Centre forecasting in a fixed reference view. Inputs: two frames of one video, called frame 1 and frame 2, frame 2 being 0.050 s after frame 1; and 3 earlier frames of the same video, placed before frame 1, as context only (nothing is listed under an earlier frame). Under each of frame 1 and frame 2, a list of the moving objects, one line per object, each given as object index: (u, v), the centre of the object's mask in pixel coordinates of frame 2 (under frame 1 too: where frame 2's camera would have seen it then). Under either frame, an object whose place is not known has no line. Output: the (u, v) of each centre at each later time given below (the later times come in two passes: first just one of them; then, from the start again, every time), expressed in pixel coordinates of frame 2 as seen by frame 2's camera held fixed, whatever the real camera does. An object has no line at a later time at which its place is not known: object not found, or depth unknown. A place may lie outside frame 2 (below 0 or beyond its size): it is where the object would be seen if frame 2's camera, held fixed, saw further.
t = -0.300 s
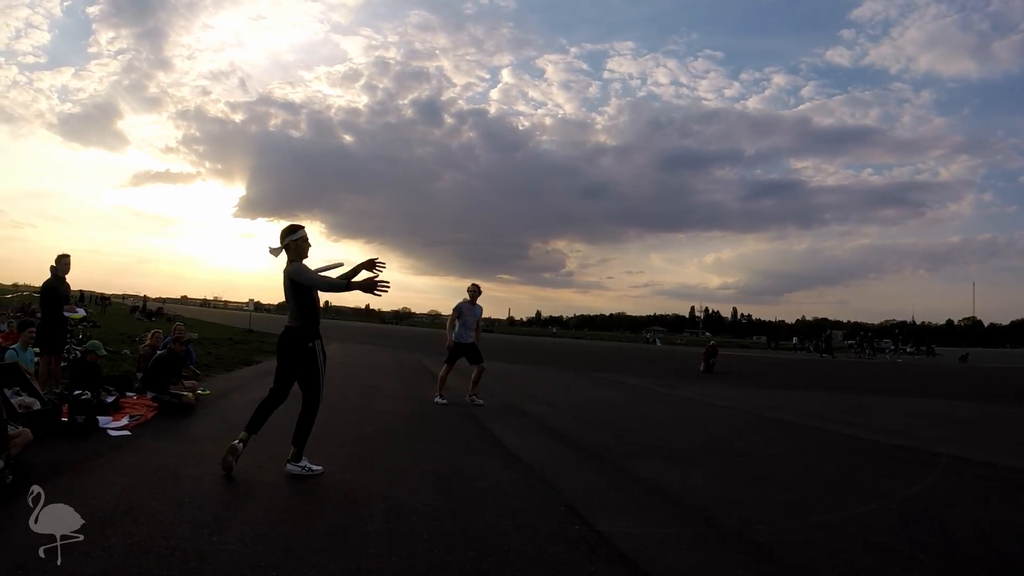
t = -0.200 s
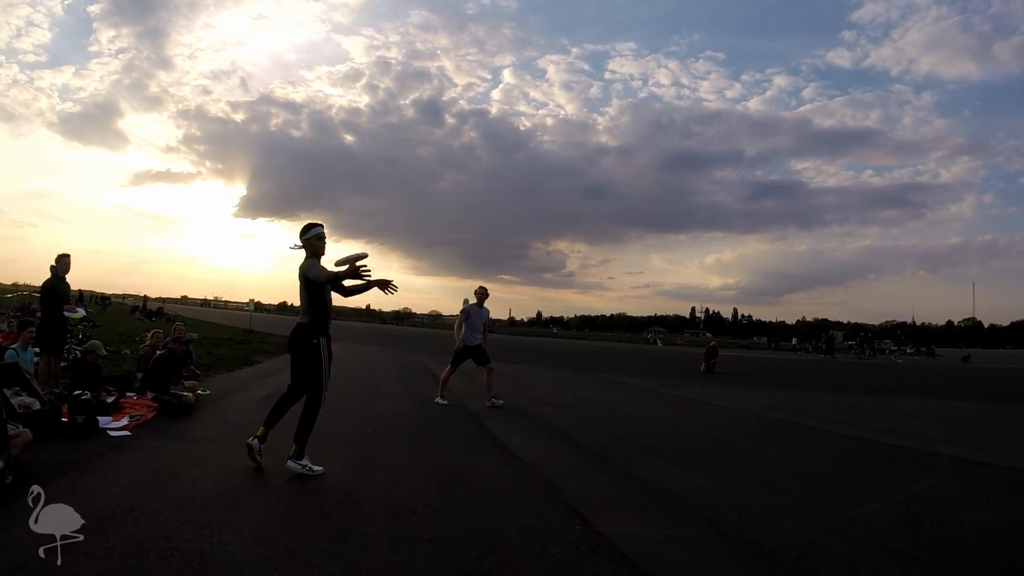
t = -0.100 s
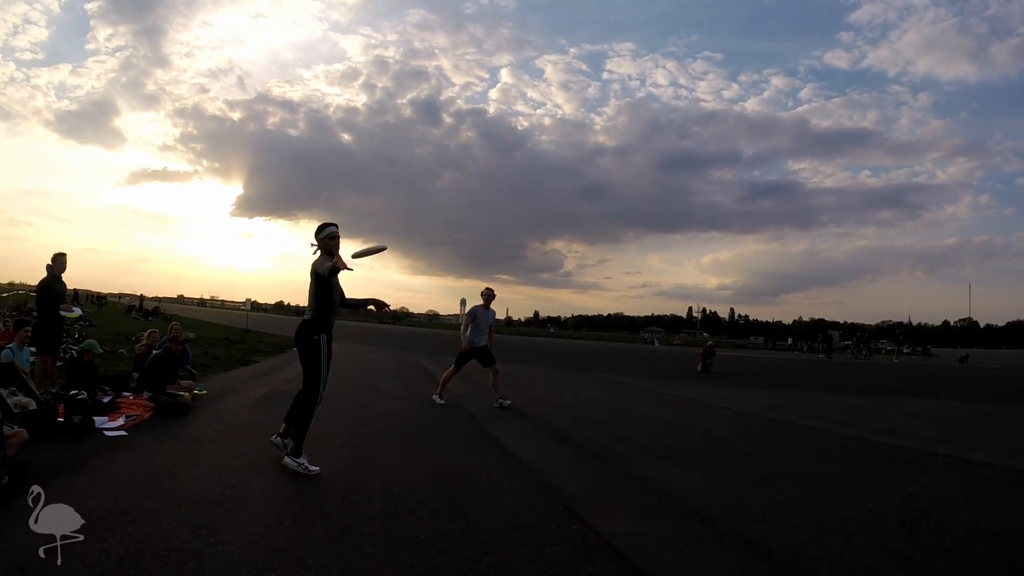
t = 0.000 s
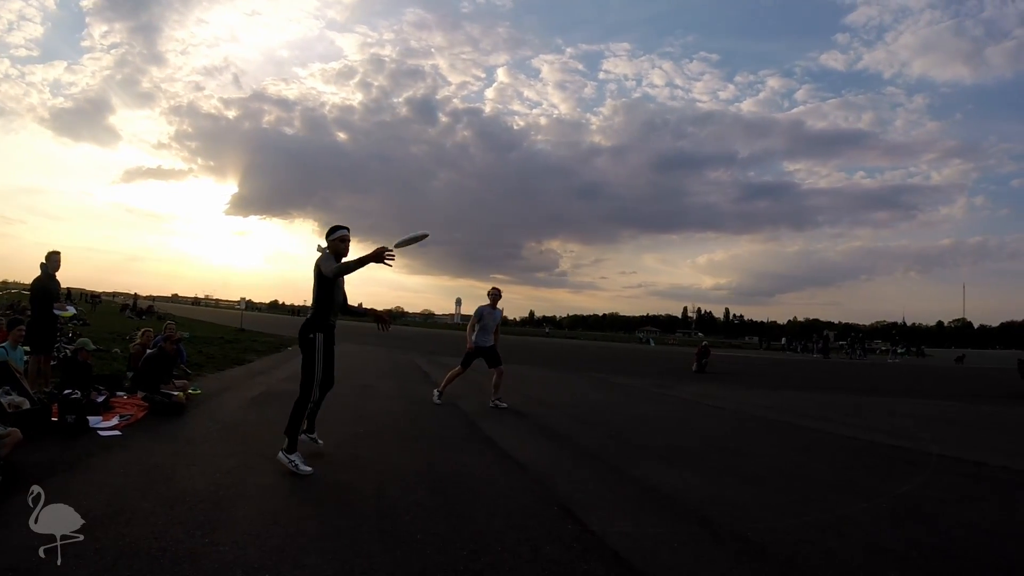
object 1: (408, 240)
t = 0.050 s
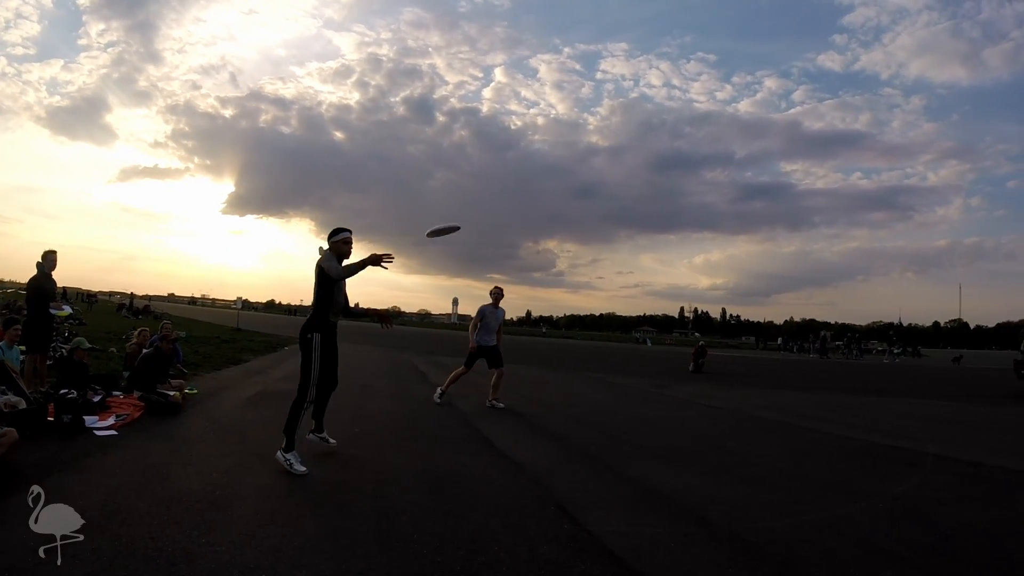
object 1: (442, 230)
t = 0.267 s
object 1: (552, 193)
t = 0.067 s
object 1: (453, 227)
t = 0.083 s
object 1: (464, 224)
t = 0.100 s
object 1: (474, 221)
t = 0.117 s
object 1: (484, 217)
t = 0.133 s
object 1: (493, 214)
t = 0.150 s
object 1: (501, 212)
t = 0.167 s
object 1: (510, 209)
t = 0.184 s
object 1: (518, 206)
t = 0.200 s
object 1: (525, 203)
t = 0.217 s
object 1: (533, 200)
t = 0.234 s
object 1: (540, 198)
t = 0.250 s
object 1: (546, 195)
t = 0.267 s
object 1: (552, 193)
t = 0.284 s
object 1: (559, 191)
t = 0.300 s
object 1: (564, 190)
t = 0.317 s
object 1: (570, 188)
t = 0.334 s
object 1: (576, 186)
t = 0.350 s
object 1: (581, 184)
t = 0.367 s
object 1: (586, 183)
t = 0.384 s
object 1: (591, 181)
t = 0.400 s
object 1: (596, 180)
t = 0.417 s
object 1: (600, 179)
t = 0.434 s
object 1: (604, 178)
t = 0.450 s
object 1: (608, 177)
